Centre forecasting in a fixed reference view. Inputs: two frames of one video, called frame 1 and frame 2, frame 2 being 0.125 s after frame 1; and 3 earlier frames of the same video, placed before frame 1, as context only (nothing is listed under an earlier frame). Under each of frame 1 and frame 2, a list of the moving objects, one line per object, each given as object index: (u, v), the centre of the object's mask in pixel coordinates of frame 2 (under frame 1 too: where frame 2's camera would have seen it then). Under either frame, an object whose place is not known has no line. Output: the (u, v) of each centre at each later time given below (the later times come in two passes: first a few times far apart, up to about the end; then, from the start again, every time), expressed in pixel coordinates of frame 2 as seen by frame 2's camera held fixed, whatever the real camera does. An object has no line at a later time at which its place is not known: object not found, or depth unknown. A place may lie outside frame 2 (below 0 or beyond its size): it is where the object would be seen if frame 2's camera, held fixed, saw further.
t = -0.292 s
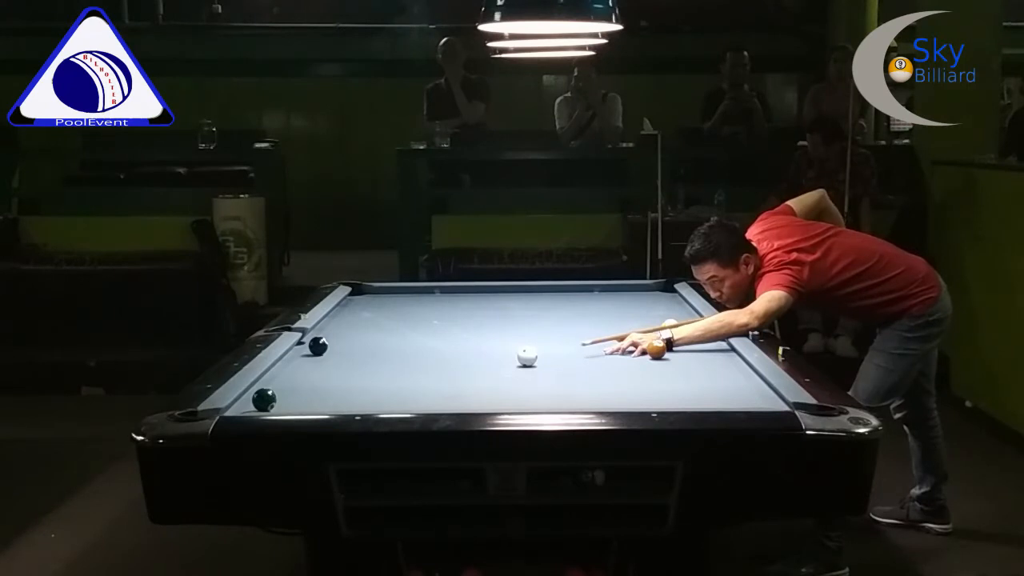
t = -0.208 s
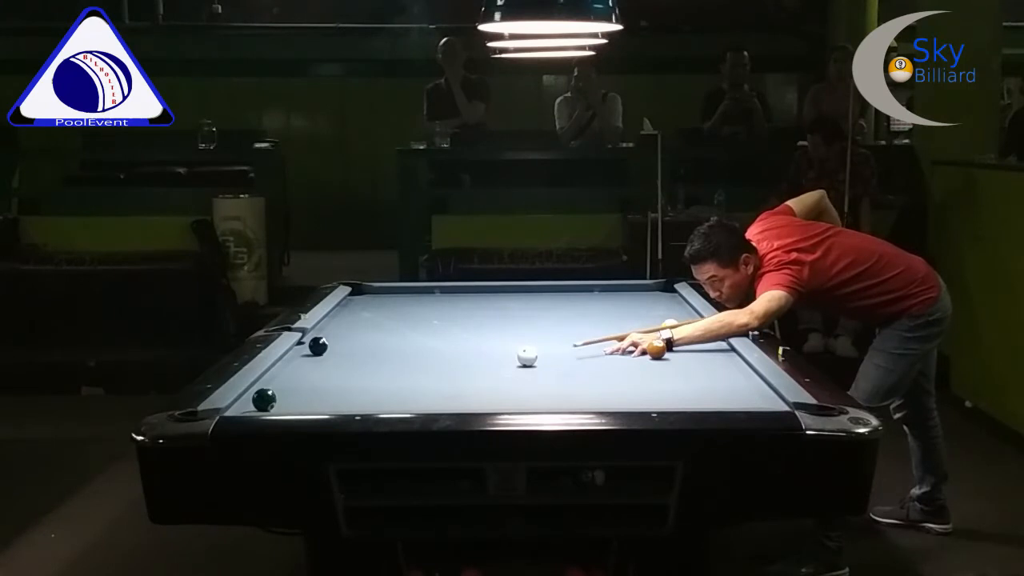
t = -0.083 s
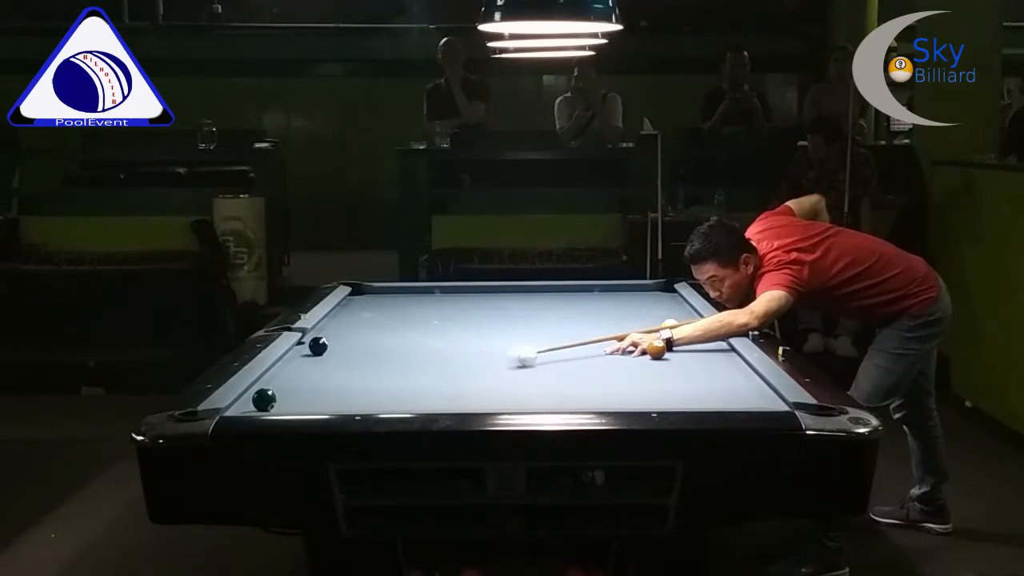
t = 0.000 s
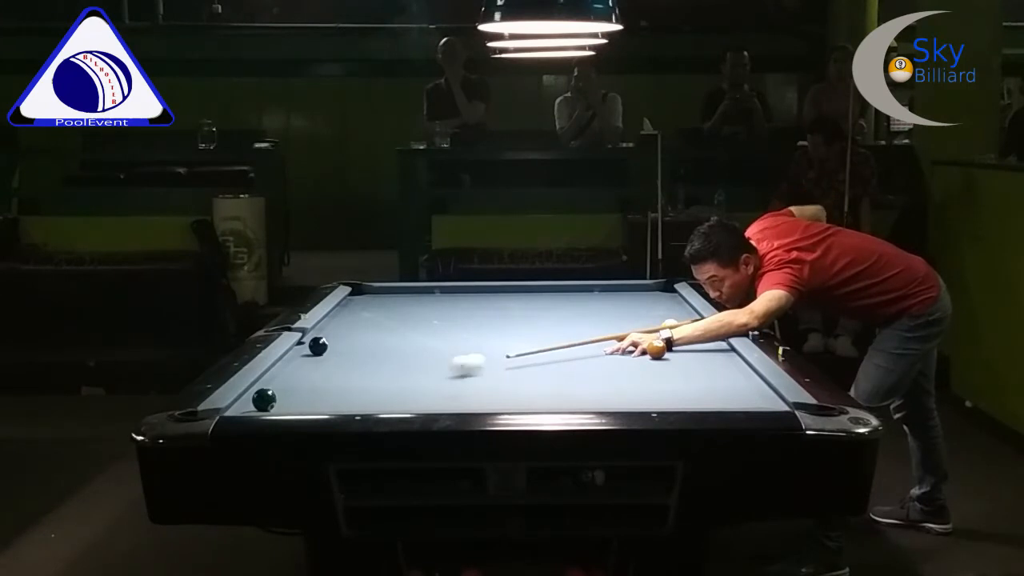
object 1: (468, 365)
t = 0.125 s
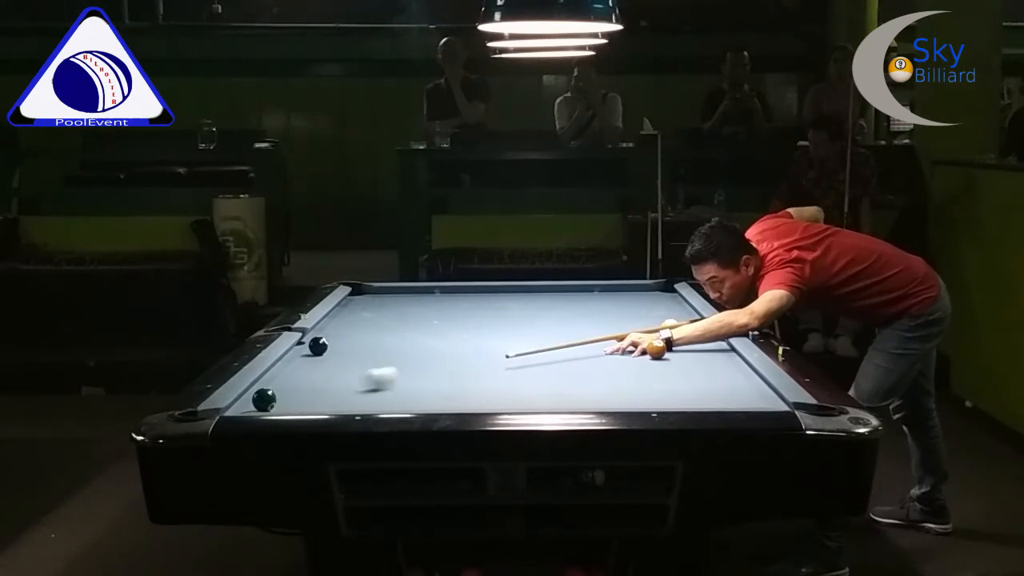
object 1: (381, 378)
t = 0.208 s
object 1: (322, 388)
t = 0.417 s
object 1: (293, 392)
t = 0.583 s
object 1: (335, 390)
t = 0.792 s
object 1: (380, 388)
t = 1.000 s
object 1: (422, 387)
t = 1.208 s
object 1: (462, 385)
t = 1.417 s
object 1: (501, 384)
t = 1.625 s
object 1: (538, 383)
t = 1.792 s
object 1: (565, 381)
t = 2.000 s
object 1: (599, 380)
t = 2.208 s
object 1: (630, 379)
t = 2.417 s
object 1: (660, 379)
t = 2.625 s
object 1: (688, 377)
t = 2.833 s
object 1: (715, 376)
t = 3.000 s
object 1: (735, 376)
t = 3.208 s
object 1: (745, 376)
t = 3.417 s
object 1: (734, 375)
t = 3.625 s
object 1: (724, 375)
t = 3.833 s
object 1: (715, 375)
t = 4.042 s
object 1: (708, 376)
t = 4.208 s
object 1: (704, 375)
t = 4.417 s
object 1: (699, 375)
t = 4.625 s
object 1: (696, 375)
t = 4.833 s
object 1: (695, 375)
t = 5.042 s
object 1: (694, 375)
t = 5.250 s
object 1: (694, 375)
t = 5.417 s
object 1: (694, 375)
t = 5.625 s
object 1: (694, 375)
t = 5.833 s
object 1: (694, 375)
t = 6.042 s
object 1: (694, 375)
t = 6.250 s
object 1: (694, 375)
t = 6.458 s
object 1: (694, 375)
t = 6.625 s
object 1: (695, 375)
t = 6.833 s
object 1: (695, 375)
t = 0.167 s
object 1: (352, 383)
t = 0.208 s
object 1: (322, 388)
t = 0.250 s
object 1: (291, 391)
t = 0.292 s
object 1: (263, 389)
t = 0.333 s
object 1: (262, 390)
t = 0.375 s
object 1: (279, 393)
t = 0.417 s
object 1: (293, 392)
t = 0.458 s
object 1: (306, 391)
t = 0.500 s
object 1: (318, 391)
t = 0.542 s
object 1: (326, 390)
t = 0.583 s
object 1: (335, 390)
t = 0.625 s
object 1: (345, 390)
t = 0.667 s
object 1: (354, 389)
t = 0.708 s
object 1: (363, 389)
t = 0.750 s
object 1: (371, 388)
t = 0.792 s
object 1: (380, 388)
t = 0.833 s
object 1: (389, 388)
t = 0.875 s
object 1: (397, 387)
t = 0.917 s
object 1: (406, 387)
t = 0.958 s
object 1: (414, 387)
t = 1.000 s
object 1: (422, 387)
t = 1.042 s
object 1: (430, 386)
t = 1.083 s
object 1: (439, 386)
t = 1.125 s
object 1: (447, 386)
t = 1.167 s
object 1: (455, 385)
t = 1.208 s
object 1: (462, 385)
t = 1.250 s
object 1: (471, 385)
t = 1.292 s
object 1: (478, 384)
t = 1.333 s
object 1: (486, 384)
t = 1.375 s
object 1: (493, 384)
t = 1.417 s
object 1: (501, 384)
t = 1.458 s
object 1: (509, 383)
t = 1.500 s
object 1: (516, 383)
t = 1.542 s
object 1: (523, 383)
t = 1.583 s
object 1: (530, 383)
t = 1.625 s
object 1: (538, 383)
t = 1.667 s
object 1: (545, 382)
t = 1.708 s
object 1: (552, 382)
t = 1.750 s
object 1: (559, 382)
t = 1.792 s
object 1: (565, 381)
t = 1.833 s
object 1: (572, 381)
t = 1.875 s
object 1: (579, 381)
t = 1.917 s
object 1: (586, 380)
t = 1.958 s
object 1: (592, 380)
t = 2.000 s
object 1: (599, 380)
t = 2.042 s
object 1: (605, 380)
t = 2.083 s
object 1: (612, 380)
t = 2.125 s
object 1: (618, 379)
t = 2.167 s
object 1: (624, 379)
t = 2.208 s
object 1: (630, 379)
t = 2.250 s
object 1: (636, 379)
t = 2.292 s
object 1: (642, 379)
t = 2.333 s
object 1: (648, 379)
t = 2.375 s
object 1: (654, 379)
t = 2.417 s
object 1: (660, 379)
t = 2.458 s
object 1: (666, 378)
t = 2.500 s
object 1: (672, 378)
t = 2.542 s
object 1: (677, 378)
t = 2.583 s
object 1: (683, 378)
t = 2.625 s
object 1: (688, 377)
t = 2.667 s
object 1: (694, 377)
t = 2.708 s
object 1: (699, 377)
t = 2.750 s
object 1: (704, 377)
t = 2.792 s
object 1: (709, 376)
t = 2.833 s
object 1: (715, 376)
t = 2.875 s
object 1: (720, 376)
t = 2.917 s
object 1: (726, 376)
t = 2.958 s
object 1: (730, 376)
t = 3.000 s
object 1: (735, 376)
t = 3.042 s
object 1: (740, 376)
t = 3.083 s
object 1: (745, 375)
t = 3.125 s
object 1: (749, 375)
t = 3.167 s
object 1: (747, 375)
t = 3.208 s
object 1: (745, 376)
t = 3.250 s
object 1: (743, 376)
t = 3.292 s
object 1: (740, 375)
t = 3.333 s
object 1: (738, 375)
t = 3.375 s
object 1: (736, 376)
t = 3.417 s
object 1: (734, 375)
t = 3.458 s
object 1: (731, 375)
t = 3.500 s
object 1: (730, 375)
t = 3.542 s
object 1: (728, 375)
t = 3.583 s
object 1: (726, 375)
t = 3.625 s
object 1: (724, 375)
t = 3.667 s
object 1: (722, 375)
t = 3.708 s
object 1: (720, 375)
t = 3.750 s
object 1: (719, 375)
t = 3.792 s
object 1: (717, 375)
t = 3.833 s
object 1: (715, 375)
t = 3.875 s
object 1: (714, 375)
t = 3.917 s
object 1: (712, 375)
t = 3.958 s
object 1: (712, 375)
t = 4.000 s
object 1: (710, 376)
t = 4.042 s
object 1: (708, 376)
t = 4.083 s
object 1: (707, 376)
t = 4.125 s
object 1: (706, 375)
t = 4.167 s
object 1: (705, 375)
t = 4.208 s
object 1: (704, 375)
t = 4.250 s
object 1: (703, 375)
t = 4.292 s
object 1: (702, 375)
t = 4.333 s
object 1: (701, 375)
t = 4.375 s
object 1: (700, 375)
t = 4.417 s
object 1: (699, 375)
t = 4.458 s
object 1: (698, 375)
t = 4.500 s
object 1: (698, 375)
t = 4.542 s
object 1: (697, 375)
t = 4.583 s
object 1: (697, 375)
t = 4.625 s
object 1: (696, 375)
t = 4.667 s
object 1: (696, 375)
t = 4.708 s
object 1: (696, 375)
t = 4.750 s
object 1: (695, 375)
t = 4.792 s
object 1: (695, 375)
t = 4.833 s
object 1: (695, 375)
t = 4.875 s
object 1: (695, 375)
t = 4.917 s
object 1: (695, 375)
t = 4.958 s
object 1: (694, 375)
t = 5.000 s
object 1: (694, 375)
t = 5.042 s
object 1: (694, 375)
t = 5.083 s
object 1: (694, 375)
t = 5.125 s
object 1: (694, 375)
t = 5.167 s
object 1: (694, 375)
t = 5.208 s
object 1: (694, 375)
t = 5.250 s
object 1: (694, 375)
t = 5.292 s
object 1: (694, 375)
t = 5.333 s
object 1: (694, 375)
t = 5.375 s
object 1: (694, 375)
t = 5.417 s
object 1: (694, 375)
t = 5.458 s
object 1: (694, 375)
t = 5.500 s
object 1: (694, 375)
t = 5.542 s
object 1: (694, 375)
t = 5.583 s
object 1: (694, 375)
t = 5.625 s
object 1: (694, 375)
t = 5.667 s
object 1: (694, 375)
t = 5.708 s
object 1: (694, 375)
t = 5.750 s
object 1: (694, 375)
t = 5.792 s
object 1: (694, 375)
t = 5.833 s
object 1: (694, 375)
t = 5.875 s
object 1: (694, 375)
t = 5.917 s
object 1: (694, 375)
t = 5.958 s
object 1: (694, 375)
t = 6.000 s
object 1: (694, 375)
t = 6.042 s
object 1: (694, 375)
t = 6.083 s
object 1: (694, 375)
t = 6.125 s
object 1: (694, 375)
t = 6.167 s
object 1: (694, 375)
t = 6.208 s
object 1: (694, 375)
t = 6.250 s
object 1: (694, 375)
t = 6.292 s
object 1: (695, 375)
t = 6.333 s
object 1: (695, 375)
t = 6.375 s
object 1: (694, 375)
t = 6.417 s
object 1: (695, 375)
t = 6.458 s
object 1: (694, 375)
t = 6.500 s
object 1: (695, 375)
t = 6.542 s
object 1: (695, 375)
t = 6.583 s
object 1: (695, 375)
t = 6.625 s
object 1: (695, 375)
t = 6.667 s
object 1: (694, 375)
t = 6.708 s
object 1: (694, 375)
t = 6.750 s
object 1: (695, 375)
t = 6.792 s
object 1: (695, 375)
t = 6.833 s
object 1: (695, 375)
